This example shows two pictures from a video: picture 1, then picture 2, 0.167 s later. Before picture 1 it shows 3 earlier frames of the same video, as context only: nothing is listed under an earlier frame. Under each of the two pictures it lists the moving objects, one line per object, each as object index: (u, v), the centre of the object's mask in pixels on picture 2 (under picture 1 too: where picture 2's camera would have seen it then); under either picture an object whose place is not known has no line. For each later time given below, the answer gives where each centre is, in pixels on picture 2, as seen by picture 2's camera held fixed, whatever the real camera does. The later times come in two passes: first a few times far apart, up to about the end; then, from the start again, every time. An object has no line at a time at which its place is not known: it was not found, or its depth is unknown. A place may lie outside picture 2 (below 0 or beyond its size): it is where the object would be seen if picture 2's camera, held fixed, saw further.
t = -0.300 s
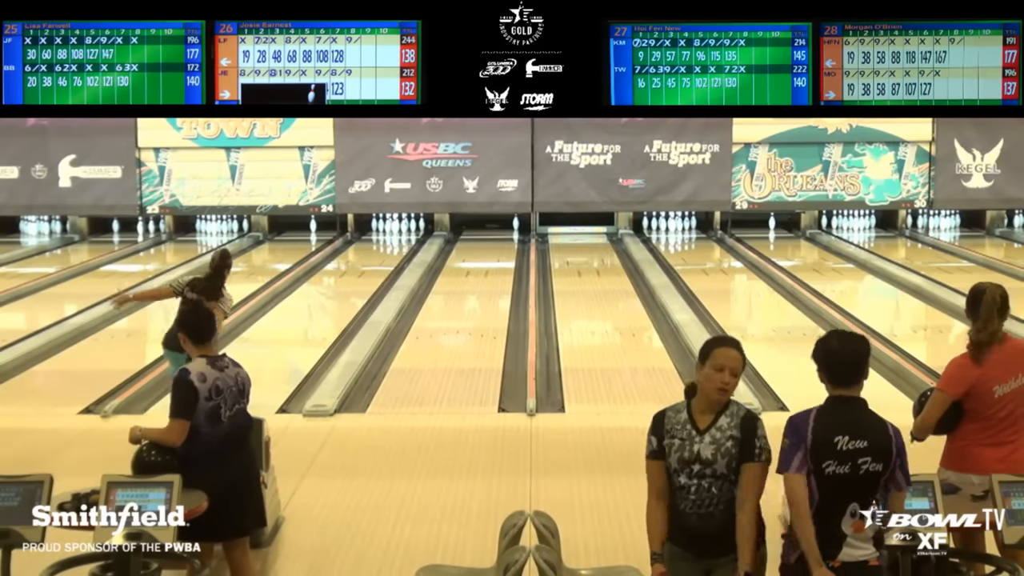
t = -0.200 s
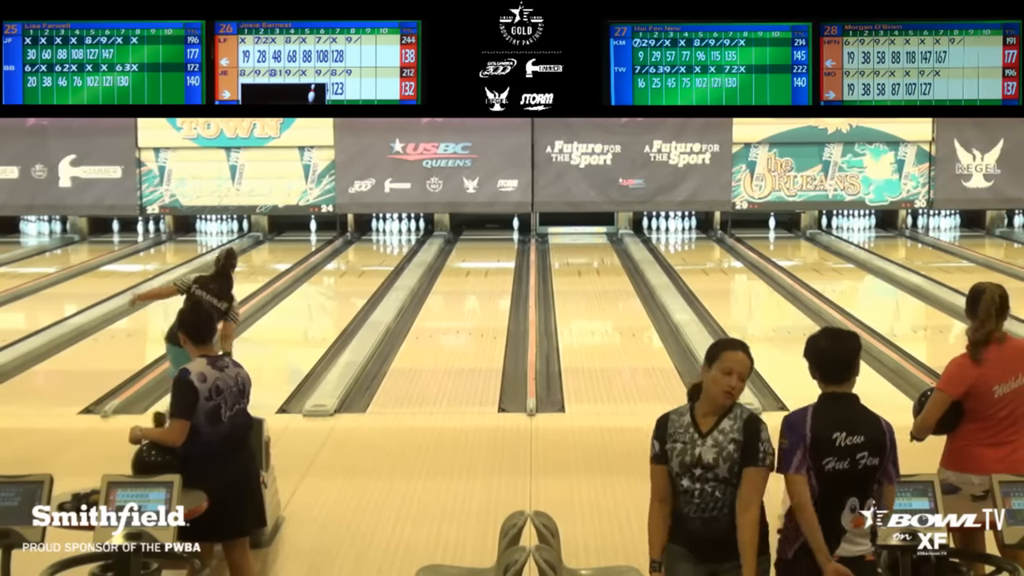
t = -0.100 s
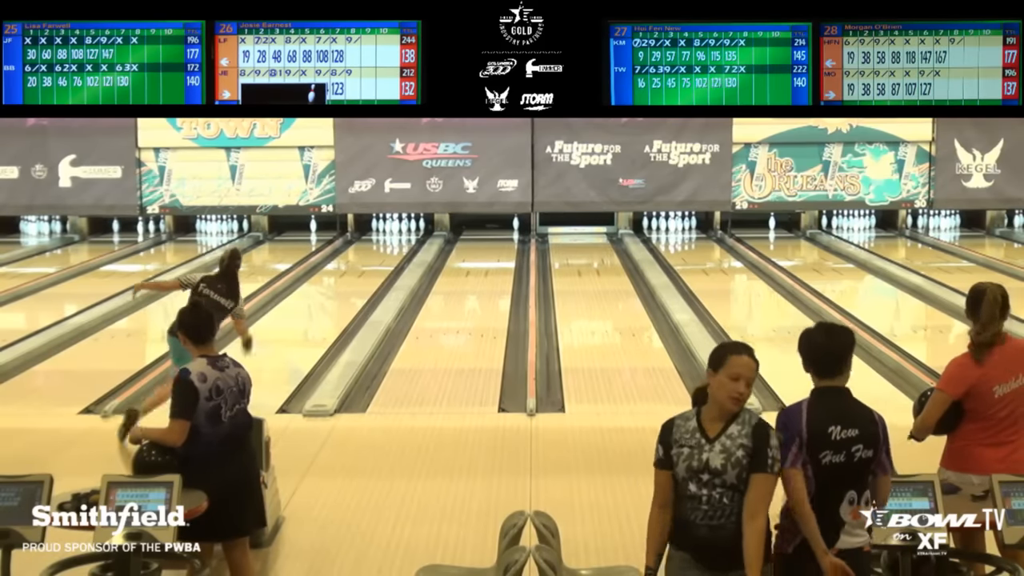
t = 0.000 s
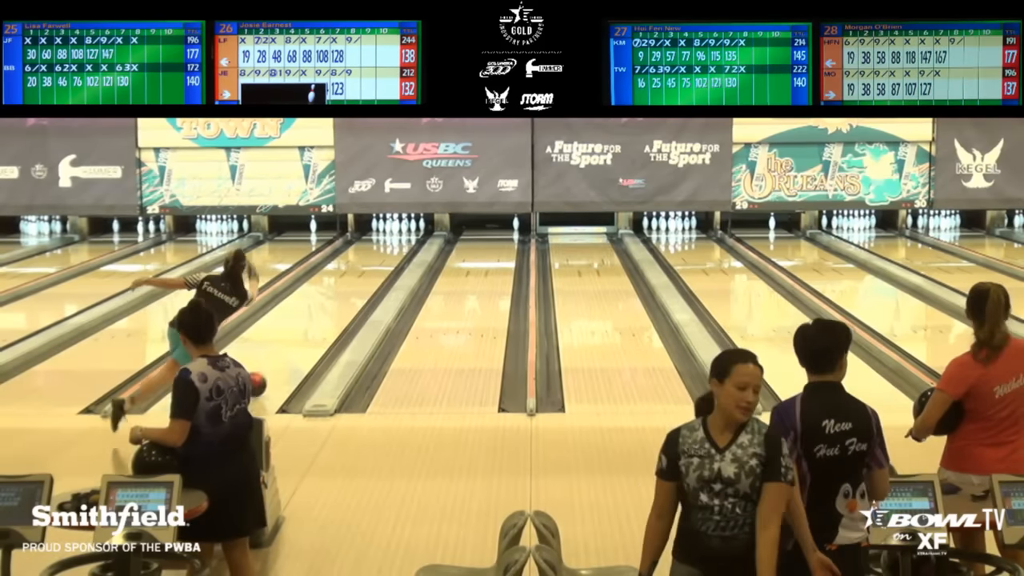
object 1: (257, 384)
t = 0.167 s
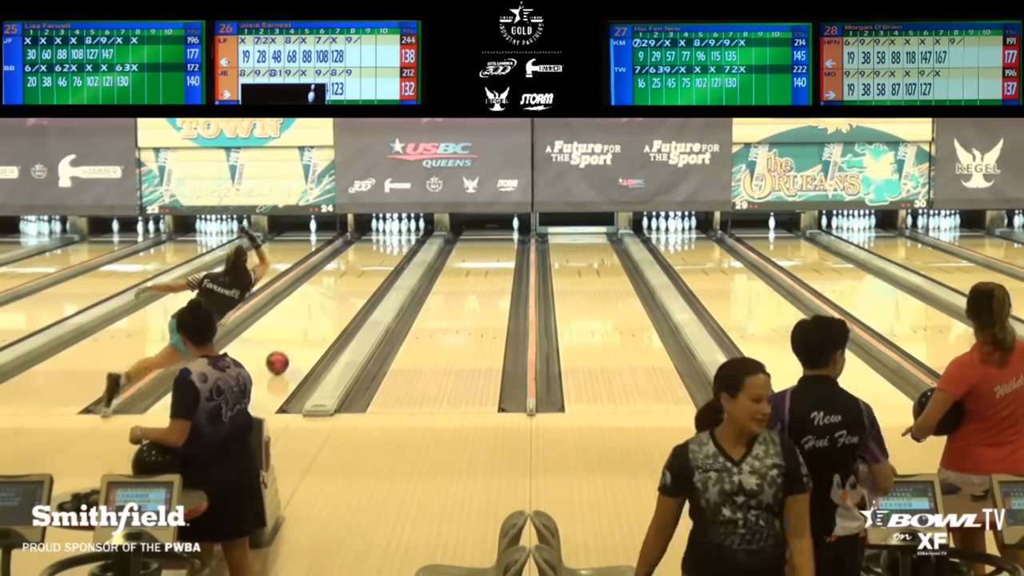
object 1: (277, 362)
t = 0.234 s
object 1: (285, 354)
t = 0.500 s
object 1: (313, 326)
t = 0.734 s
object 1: (333, 306)
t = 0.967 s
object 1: (349, 290)
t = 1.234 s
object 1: (364, 274)
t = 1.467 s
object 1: (376, 262)
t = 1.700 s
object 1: (384, 252)
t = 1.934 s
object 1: (391, 244)
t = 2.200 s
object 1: (396, 236)
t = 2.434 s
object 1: (396, 230)
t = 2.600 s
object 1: (396, 227)
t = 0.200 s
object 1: (281, 358)
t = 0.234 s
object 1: (285, 354)
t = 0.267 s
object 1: (289, 350)
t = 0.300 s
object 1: (293, 347)
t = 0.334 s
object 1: (297, 343)
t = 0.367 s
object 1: (300, 339)
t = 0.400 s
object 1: (304, 336)
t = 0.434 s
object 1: (307, 333)
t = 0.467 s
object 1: (310, 329)
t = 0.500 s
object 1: (313, 326)
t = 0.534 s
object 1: (316, 323)
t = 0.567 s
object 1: (320, 320)
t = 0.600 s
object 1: (322, 317)
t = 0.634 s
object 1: (325, 314)
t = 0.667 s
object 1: (328, 312)
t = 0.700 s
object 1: (331, 309)
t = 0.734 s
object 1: (333, 306)
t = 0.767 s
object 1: (336, 304)
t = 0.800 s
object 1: (338, 301)
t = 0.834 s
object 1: (340, 299)
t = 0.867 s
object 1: (343, 296)
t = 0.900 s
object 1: (345, 294)
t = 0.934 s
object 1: (347, 292)
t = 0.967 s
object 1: (349, 290)
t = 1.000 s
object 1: (351, 288)
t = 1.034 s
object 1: (353, 286)
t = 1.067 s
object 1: (355, 283)
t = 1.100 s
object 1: (357, 281)
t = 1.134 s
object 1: (359, 279)
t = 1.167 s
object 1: (361, 278)
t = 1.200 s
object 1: (363, 276)
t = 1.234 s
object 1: (364, 274)
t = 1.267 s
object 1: (366, 272)
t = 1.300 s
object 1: (368, 270)
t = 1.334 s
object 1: (369, 269)
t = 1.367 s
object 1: (371, 267)
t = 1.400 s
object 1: (372, 265)
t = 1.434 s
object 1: (374, 264)
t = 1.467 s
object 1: (376, 262)
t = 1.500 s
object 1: (377, 261)
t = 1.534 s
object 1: (378, 259)
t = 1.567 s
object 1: (380, 258)
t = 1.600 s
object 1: (381, 256)
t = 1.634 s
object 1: (382, 255)
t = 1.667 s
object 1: (383, 254)
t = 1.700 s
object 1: (384, 252)
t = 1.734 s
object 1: (385, 251)
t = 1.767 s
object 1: (386, 250)
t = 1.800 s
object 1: (387, 249)
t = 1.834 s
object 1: (389, 247)
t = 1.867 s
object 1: (389, 246)
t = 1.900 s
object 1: (390, 245)
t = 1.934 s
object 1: (391, 244)
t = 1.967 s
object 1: (392, 243)
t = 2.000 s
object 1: (393, 242)
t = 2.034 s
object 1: (394, 241)
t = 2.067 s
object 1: (394, 239)
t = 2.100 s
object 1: (394, 239)
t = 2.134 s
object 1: (395, 238)
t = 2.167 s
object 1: (395, 237)
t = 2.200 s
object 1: (396, 236)
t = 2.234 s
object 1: (396, 235)
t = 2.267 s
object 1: (396, 234)
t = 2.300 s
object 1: (396, 233)
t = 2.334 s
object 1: (396, 232)
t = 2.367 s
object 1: (397, 232)
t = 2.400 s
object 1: (397, 231)
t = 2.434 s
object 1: (396, 230)
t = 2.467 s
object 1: (397, 230)
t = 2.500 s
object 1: (396, 229)
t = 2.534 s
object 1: (397, 229)
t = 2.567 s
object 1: (398, 227)
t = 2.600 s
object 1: (396, 227)
